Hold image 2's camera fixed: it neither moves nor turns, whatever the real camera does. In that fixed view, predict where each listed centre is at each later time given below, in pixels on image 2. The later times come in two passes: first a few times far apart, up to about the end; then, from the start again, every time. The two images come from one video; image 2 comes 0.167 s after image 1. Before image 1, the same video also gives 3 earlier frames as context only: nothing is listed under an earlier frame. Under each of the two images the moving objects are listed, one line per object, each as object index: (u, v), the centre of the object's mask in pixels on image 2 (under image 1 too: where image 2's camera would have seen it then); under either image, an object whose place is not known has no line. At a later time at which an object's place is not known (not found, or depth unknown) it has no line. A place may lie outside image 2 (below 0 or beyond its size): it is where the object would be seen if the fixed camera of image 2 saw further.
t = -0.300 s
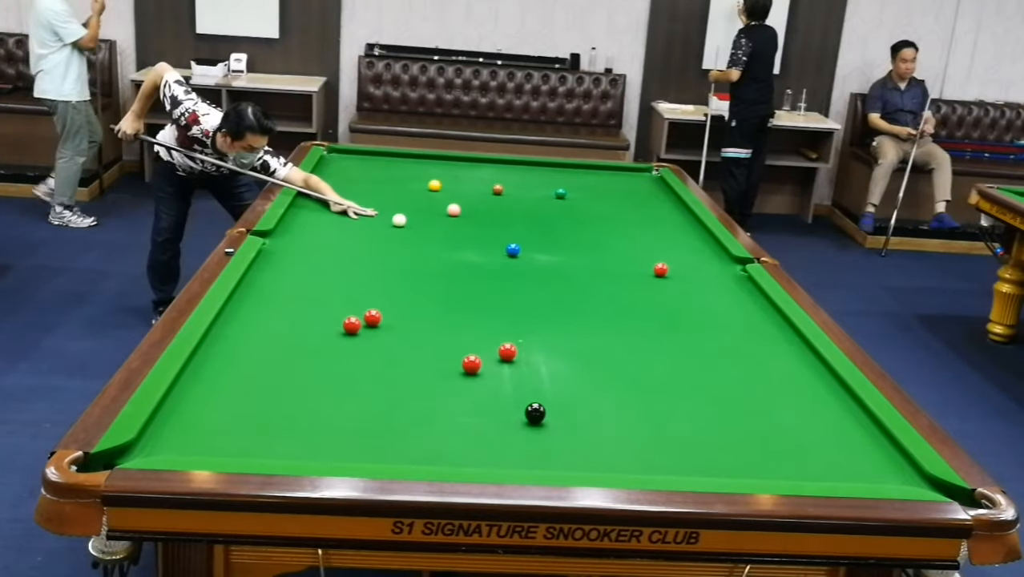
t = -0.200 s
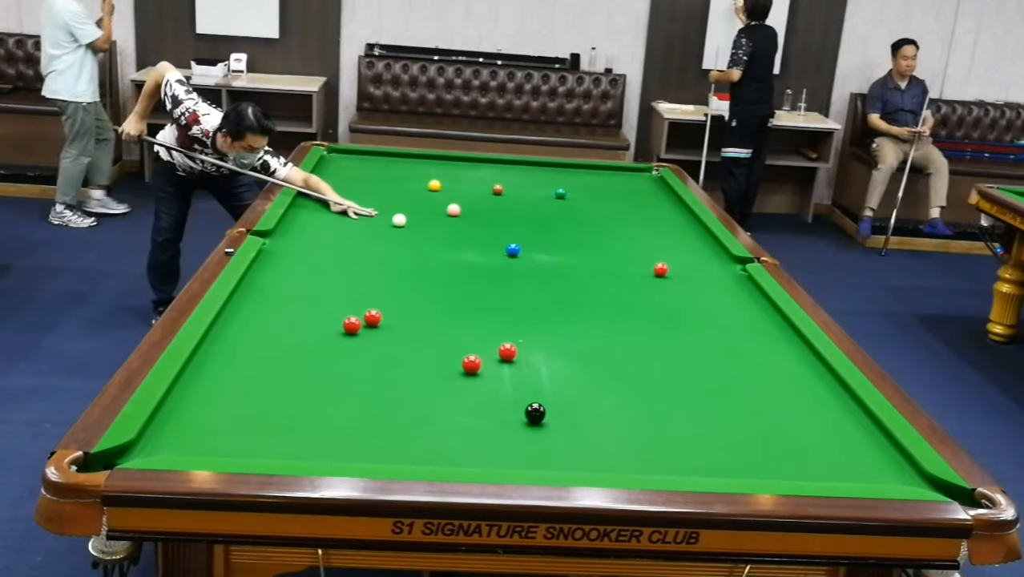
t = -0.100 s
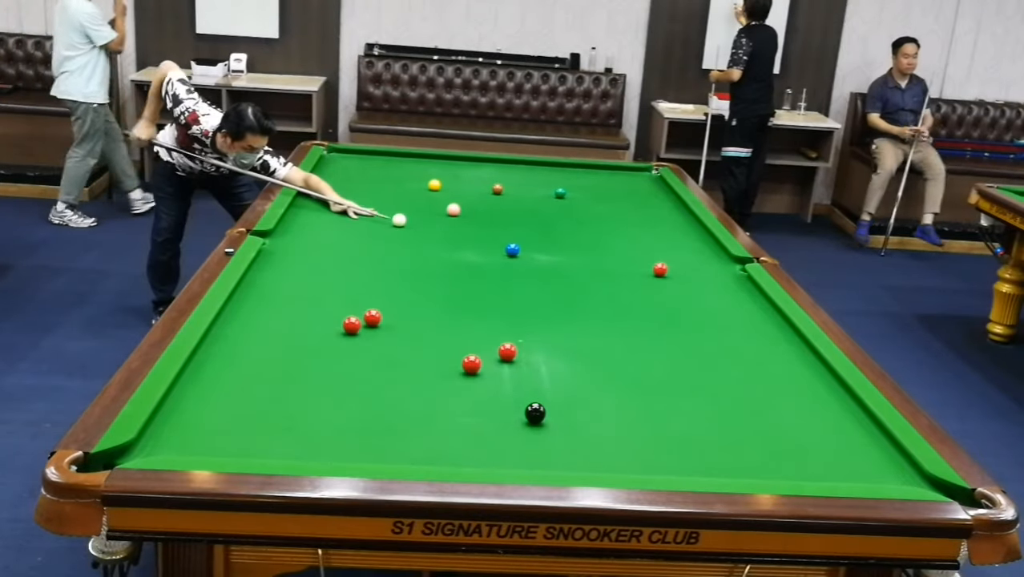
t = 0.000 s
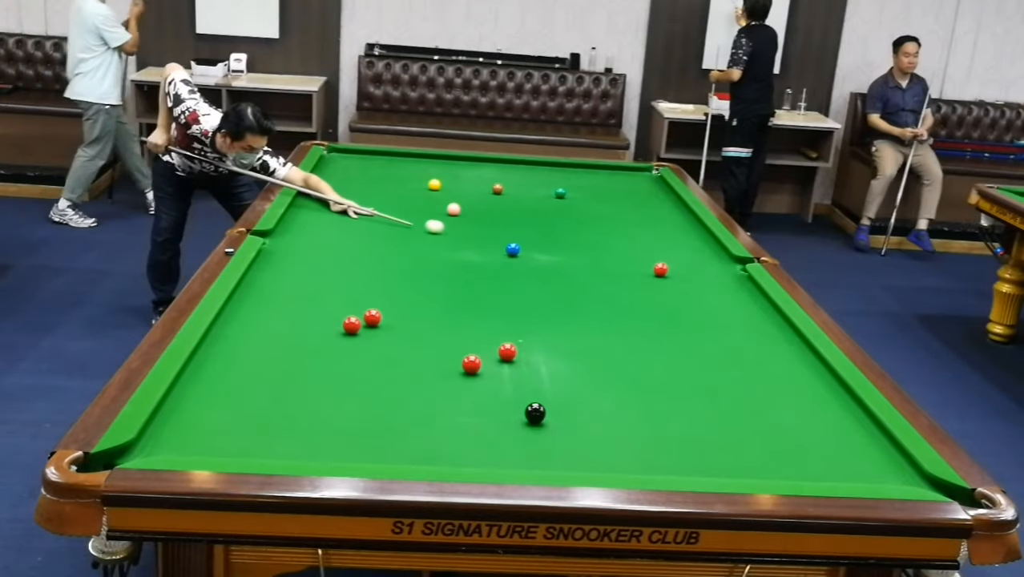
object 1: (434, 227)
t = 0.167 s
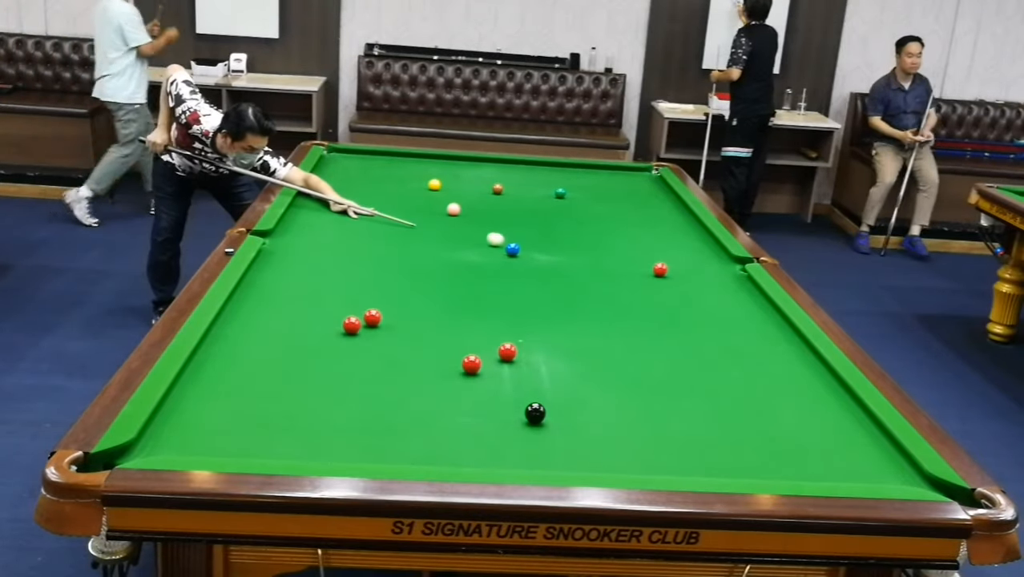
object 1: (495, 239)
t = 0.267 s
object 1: (526, 245)
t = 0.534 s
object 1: (608, 263)
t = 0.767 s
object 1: (685, 279)
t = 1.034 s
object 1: (751, 295)
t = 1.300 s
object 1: (704, 302)
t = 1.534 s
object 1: (662, 309)
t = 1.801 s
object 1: (613, 316)
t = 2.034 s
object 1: (569, 323)
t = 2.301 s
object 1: (518, 330)
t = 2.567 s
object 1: (466, 338)
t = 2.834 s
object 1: (412, 346)
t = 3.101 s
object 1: (357, 355)
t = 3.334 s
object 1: (308, 362)
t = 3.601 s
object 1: (251, 370)
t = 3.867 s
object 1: (195, 378)
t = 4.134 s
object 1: (209, 387)
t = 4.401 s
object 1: (239, 396)
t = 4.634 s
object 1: (265, 403)
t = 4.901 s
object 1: (294, 410)
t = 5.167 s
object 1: (321, 417)
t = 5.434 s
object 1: (347, 423)
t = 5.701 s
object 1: (371, 428)
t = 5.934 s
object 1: (390, 433)
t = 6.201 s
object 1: (411, 437)
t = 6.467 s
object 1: (430, 440)
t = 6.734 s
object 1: (447, 443)
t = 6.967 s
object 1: (459, 445)
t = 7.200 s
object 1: (470, 447)
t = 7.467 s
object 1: (480, 448)
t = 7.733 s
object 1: (487, 449)
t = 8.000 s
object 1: (492, 449)
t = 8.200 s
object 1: (495, 449)
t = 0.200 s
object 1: (504, 241)
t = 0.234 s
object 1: (516, 241)
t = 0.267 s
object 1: (526, 245)
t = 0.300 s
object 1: (536, 248)
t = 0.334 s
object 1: (546, 250)
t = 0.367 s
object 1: (556, 252)
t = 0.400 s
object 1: (566, 254)
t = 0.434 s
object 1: (576, 256)
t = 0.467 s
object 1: (587, 259)
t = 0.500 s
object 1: (597, 261)
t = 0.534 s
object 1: (608, 263)
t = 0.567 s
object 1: (619, 265)
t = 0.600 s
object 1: (629, 267)
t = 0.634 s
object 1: (640, 270)
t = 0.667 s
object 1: (651, 272)
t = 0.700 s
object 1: (663, 274)
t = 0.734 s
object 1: (674, 276)
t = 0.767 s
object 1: (685, 279)
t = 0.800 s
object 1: (696, 281)
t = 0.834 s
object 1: (707, 283)
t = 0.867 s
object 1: (719, 286)
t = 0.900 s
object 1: (730, 288)
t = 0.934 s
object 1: (741, 290)
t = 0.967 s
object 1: (753, 292)
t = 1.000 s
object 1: (758, 294)
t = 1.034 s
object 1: (751, 295)
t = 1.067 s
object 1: (745, 296)
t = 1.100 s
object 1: (739, 297)
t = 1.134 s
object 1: (733, 298)
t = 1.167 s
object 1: (727, 299)
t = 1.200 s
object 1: (721, 300)
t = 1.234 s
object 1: (715, 300)
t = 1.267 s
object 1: (710, 301)
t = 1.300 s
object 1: (704, 302)
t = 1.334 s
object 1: (698, 303)
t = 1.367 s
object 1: (692, 304)
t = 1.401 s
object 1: (686, 305)
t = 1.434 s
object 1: (680, 306)
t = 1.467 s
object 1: (674, 307)
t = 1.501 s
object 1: (668, 308)
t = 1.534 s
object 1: (662, 309)
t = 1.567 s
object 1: (656, 310)
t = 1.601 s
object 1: (650, 311)
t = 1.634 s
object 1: (644, 312)
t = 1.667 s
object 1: (637, 312)
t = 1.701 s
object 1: (632, 313)
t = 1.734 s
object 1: (625, 314)
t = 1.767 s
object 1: (619, 315)
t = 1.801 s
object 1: (613, 316)
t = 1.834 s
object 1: (607, 317)
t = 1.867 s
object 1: (601, 318)
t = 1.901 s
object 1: (594, 319)
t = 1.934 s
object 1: (588, 320)
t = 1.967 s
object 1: (582, 321)
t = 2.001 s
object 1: (576, 322)
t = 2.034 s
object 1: (569, 323)
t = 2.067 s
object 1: (563, 324)
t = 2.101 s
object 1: (557, 325)
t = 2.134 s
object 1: (550, 326)
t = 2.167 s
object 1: (544, 327)
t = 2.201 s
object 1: (538, 327)
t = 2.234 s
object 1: (531, 329)
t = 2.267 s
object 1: (525, 330)
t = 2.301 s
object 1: (518, 330)
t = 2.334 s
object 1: (512, 331)
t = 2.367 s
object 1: (505, 332)
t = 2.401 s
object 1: (499, 333)
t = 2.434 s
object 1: (492, 334)
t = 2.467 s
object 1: (485, 335)
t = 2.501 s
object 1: (479, 336)
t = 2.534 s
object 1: (472, 337)
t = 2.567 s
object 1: (466, 338)
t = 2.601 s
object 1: (459, 339)
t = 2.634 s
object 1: (452, 340)
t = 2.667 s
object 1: (446, 341)
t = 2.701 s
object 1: (439, 342)
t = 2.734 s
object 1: (432, 343)
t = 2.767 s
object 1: (425, 344)
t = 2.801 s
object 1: (418, 345)
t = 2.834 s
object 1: (412, 346)
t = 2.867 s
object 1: (405, 348)
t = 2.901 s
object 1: (398, 349)
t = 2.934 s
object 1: (391, 350)
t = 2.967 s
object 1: (384, 351)
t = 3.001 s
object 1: (377, 352)
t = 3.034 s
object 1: (370, 353)
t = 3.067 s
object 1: (364, 354)
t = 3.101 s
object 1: (357, 355)
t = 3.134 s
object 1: (350, 356)
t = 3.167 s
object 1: (343, 357)
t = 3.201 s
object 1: (336, 358)
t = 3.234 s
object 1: (329, 359)
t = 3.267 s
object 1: (322, 360)
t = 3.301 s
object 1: (315, 361)
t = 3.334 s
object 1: (308, 362)
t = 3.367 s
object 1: (301, 363)
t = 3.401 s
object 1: (294, 364)
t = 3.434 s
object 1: (287, 365)
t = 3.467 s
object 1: (280, 366)
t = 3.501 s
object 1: (272, 367)
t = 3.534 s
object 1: (265, 368)
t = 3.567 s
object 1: (258, 369)
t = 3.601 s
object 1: (251, 370)
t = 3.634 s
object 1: (245, 371)
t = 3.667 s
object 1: (237, 372)
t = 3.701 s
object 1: (230, 373)
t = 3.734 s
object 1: (223, 374)
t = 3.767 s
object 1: (216, 375)
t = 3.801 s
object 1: (209, 376)
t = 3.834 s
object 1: (202, 377)
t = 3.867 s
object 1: (195, 378)
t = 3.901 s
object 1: (188, 379)
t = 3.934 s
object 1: (186, 380)
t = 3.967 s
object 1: (190, 381)
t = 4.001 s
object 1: (194, 383)
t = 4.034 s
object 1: (198, 384)
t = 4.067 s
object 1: (202, 385)
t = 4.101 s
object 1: (205, 386)
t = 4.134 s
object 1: (209, 387)
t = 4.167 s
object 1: (213, 388)
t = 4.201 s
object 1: (217, 389)
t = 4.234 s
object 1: (220, 390)
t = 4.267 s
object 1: (224, 391)
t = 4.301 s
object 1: (228, 392)
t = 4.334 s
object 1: (232, 394)
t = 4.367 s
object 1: (236, 395)
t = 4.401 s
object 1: (239, 396)
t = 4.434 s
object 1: (243, 397)
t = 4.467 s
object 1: (247, 398)
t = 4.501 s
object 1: (250, 399)
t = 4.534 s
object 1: (254, 400)
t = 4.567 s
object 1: (258, 401)
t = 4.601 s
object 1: (261, 402)
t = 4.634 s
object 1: (265, 403)
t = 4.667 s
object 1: (269, 404)
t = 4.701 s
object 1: (272, 405)
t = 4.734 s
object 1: (276, 406)
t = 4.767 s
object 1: (280, 406)
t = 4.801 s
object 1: (283, 407)
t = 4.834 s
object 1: (287, 408)
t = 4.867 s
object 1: (290, 409)
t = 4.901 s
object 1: (294, 410)
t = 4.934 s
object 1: (297, 411)
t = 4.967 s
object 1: (301, 412)
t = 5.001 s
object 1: (304, 413)
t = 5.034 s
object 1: (308, 413)
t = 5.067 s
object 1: (311, 414)
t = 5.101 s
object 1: (314, 415)
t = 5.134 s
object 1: (318, 416)
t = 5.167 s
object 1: (321, 417)
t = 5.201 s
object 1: (324, 417)
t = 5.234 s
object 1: (328, 418)
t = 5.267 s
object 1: (331, 419)
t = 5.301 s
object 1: (334, 420)
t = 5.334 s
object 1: (337, 420)
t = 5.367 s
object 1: (341, 421)
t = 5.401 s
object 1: (344, 422)
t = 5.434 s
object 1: (347, 423)
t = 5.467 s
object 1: (350, 424)
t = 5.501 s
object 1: (353, 424)
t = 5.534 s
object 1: (356, 425)
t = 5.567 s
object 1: (359, 425)
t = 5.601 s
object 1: (362, 426)
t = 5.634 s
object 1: (365, 427)
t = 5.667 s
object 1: (368, 428)
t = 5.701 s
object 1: (371, 428)
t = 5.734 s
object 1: (374, 429)
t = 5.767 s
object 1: (377, 430)
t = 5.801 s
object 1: (379, 430)
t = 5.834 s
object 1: (382, 431)
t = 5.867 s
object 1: (385, 431)
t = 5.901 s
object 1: (388, 432)
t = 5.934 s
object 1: (390, 433)
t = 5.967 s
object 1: (393, 433)
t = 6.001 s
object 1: (396, 434)
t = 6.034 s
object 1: (398, 434)
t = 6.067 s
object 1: (401, 435)
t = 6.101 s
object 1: (403, 435)
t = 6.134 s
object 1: (406, 436)
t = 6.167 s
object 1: (409, 436)
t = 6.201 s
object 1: (411, 437)
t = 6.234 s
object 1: (413, 437)
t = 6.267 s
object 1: (416, 438)
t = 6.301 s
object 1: (418, 438)
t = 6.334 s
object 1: (421, 439)
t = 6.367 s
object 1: (423, 439)
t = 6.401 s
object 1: (425, 440)
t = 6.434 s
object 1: (428, 440)
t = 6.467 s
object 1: (430, 440)
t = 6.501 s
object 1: (432, 441)
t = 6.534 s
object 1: (434, 441)
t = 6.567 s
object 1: (436, 441)
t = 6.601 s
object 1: (439, 442)
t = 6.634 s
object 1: (441, 442)
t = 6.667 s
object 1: (443, 443)
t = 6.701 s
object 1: (445, 443)
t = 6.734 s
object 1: (447, 443)
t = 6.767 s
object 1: (449, 443)
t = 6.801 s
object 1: (451, 444)
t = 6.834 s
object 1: (452, 444)
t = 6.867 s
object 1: (454, 444)
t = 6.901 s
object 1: (456, 445)
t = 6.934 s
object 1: (458, 445)
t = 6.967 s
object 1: (459, 445)
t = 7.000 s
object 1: (461, 446)
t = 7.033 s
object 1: (463, 446)
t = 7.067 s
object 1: (464, 446)
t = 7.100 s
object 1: (466, 446)
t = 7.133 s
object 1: (467, 447)
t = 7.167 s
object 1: (469, 447)
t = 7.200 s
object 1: (470, 447)
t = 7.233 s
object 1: (471, 447)
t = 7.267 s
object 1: (473, 447)
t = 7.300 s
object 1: (474, 447)
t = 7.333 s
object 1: (475, 447)
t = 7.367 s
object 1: (477, 448)
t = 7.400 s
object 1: (478, 448)
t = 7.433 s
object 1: (479, 448)
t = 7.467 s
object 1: (480, 448)
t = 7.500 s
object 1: (481, 448)
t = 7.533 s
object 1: (482, 448)
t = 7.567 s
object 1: (483, 448)
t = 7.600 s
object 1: (484, 448)
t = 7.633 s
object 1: (485, 449)
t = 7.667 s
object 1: (486, 449)
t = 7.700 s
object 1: (486, 449)
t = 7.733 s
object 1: (487, 449)
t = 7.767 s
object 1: (488, 449)
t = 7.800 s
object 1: (489, 449)
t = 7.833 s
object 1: (489, 449)
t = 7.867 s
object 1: (490, 449)
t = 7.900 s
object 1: (490, 449)
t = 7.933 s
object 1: (491, 449)
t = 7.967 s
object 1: (492, 449)
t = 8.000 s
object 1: (492, 449)
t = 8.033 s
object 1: (493, 449)
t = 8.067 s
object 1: (494, 449)
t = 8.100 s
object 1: (494, 449)
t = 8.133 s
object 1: (495, 449)
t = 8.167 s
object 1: (495, 449)
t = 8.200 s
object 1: (495, 449)
